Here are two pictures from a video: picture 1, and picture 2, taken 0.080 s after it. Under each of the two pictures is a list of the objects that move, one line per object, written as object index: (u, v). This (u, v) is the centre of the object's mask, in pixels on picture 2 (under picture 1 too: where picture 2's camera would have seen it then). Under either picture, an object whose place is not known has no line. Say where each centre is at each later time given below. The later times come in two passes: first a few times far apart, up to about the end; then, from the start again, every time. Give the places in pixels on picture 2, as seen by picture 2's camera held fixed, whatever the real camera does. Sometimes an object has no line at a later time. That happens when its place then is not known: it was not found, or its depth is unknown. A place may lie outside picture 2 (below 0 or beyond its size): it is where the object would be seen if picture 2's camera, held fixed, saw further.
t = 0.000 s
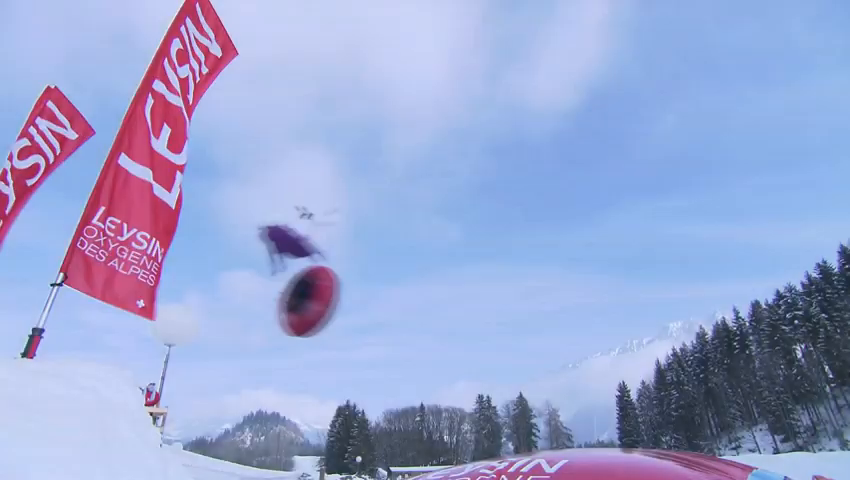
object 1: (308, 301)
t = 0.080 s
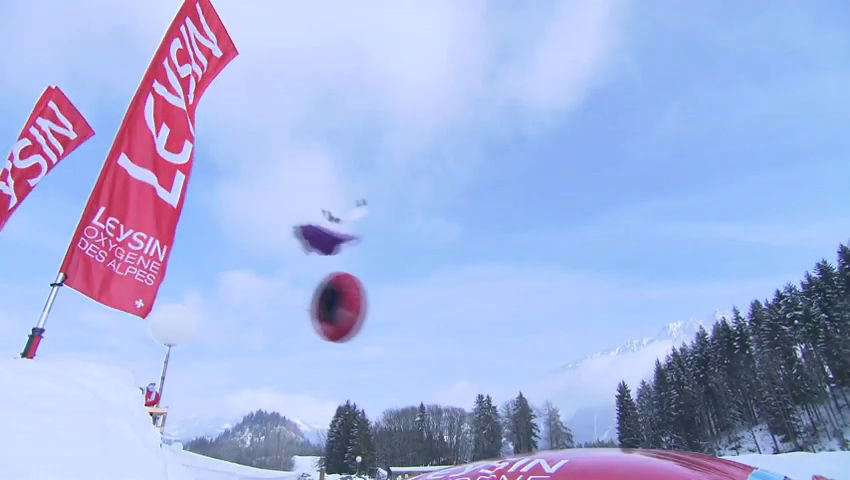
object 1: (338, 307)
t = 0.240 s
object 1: (385, 327)
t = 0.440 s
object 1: (431, 365)
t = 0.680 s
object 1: (476, 424)
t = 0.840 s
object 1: (498, 462)
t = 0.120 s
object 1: (351, 311)
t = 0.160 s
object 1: (364, 316)
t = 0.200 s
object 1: (375, 321)
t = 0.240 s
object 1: (385, 327)
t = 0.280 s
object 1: (395, 334)
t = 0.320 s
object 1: (405, 341)
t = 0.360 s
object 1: (414, 348)
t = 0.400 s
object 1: (423, 356)
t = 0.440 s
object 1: (431, 365)
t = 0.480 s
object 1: (439, 373)
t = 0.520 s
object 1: (446, 383)
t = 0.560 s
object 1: (453, 392)
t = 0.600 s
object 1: (460, 403)
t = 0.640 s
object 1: (468, 413)
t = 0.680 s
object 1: (476, 424)
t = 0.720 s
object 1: (483, 436)
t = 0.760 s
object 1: (489, 448)
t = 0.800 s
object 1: (492, 455)
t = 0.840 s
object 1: (498, 462)
